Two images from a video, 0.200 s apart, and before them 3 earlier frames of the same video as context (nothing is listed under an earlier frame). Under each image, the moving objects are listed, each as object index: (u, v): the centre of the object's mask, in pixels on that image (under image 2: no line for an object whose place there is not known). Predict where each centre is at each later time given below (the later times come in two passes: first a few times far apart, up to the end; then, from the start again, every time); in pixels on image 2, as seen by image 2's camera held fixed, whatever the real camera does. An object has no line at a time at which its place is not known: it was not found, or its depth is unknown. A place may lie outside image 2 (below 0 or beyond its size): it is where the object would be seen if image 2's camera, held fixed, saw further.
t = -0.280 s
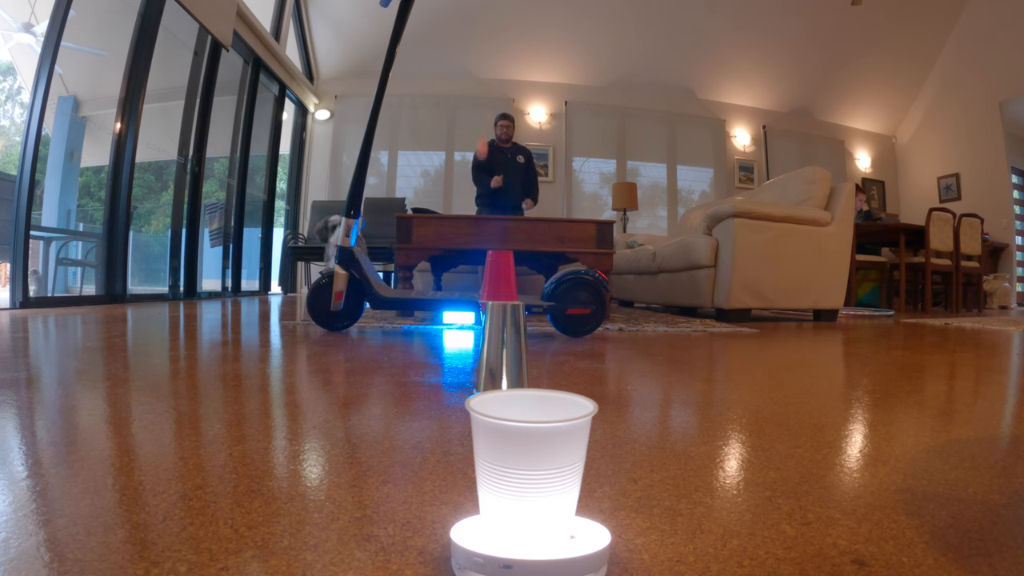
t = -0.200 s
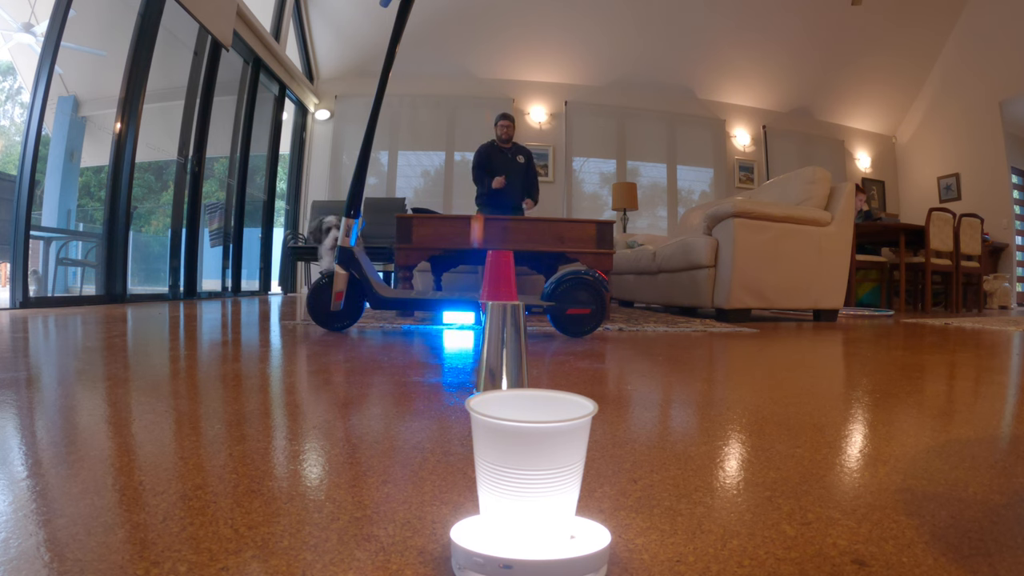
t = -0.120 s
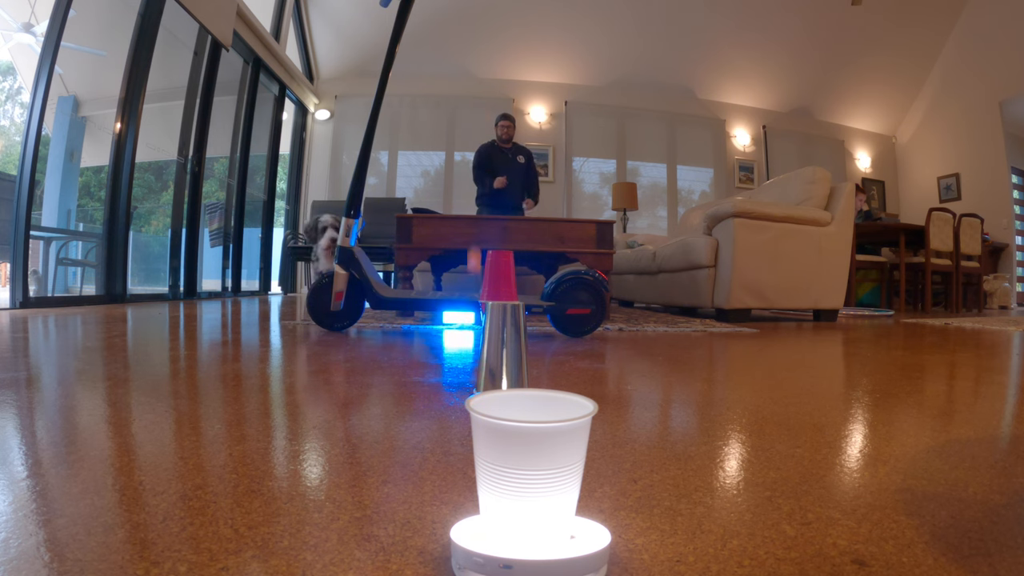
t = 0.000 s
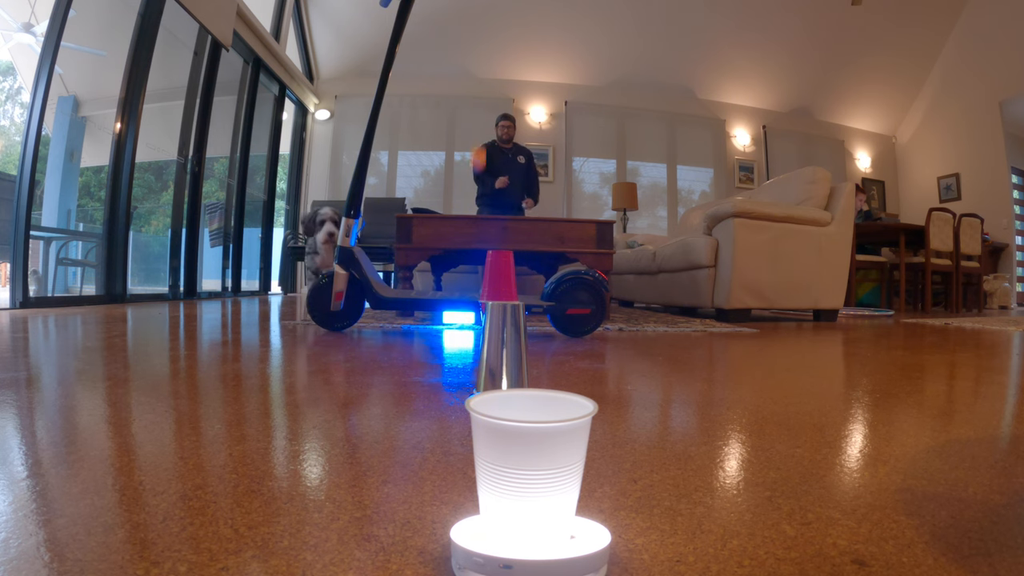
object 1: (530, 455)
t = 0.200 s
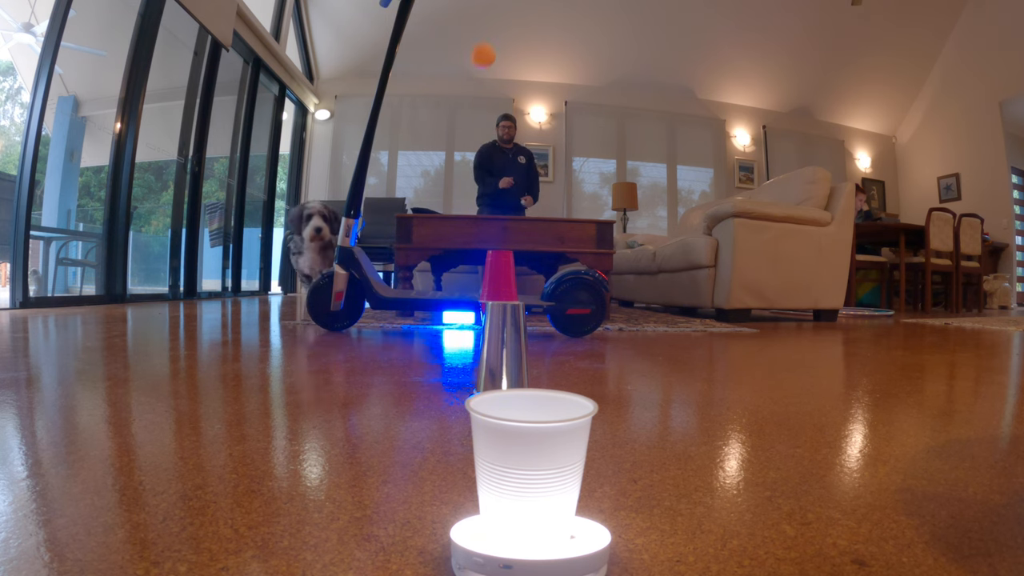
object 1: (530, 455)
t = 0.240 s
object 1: (530, 455)
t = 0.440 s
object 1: (522, 451)
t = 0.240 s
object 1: (530, 455)
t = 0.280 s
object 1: (530, 455)
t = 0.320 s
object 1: (530, 455)
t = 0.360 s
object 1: (530, 455)
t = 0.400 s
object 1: (530, 455)
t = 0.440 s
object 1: (522, 451)
